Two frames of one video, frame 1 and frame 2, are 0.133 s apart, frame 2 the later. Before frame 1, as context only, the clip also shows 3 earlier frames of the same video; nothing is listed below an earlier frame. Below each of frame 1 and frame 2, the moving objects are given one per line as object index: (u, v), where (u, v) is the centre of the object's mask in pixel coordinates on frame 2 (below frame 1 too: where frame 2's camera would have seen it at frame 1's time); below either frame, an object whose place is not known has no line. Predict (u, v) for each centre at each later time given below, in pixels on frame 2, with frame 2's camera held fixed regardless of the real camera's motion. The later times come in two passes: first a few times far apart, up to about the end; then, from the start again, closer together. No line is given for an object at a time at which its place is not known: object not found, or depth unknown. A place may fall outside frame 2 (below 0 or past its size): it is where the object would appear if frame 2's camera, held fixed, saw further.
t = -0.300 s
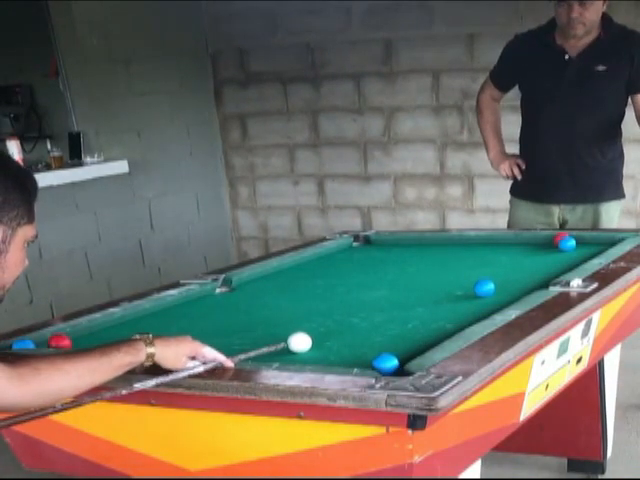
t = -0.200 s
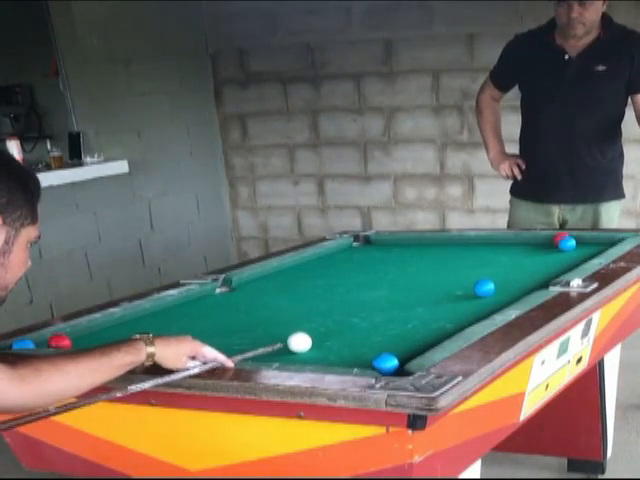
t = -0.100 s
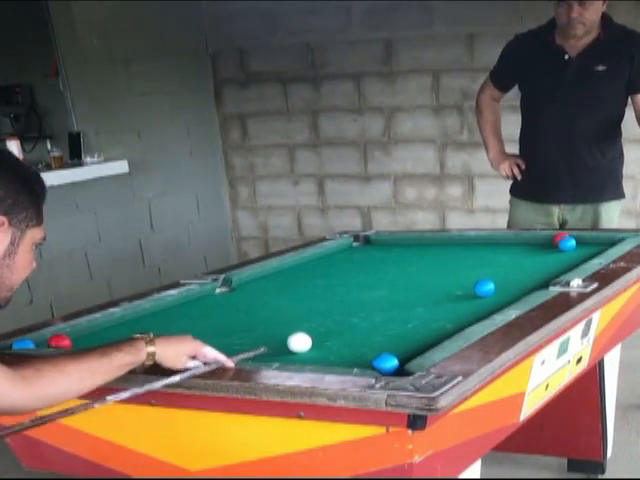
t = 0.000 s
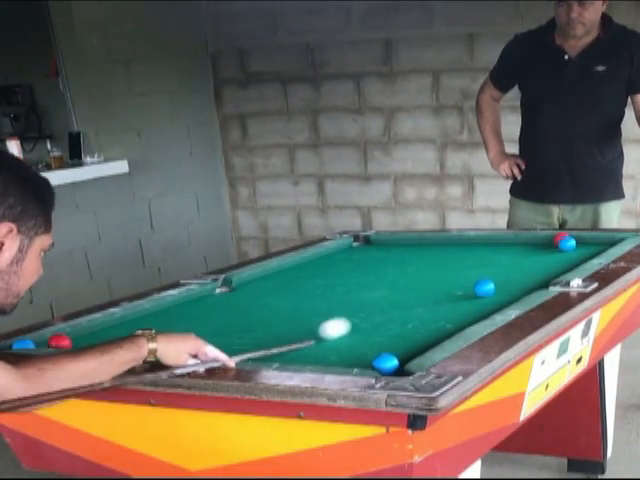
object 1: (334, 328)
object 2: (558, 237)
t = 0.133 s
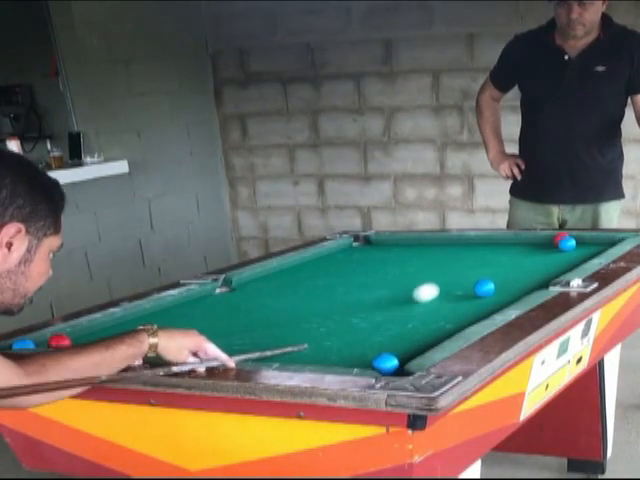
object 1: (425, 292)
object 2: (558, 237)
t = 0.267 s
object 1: (490, 267)
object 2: (558, 237)
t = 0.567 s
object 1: (534, 239)
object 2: (559, 240)
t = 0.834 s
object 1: (486, 248)
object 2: (549, 245)
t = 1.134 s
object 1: (432, 258)
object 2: (536, 249)
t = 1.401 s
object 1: (384, 267)
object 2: (527, 252)
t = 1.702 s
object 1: (329, 276)
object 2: (517, 255)
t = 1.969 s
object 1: (281, 285)
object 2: (510, 257)
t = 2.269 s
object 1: (227, 294)
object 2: (503, 259)
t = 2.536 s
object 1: (180, 302)
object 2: (499, 260)
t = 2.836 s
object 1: (164, 310)
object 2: (496, 261)
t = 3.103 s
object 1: (159, 316)
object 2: (496, 261)
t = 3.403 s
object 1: (154, 323)
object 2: (496, 261)
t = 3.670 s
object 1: (150, 328)
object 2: (495, 261)
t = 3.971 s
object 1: (146, 334)
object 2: (495, 261)
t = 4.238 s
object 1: (142, 339)
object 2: (495, 261)
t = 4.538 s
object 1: (137, 343)
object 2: (495, 261)
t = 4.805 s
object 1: (131, 345)
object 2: (495, 261)
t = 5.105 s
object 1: (128, 346)
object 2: (495, 261)
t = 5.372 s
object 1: (126, 346)
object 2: (495, 261)
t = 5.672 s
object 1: (126, 346)
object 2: (495, 261)
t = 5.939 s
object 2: (496, 261)
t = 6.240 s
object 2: (496, 261)
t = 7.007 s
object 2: (495, 261)
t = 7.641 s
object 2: (496, 262)
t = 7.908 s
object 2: (495, 261)
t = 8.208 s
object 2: (496, 261)
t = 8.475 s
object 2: (496, 262)
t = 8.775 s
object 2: (496, 262)
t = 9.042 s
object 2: (495, 262)
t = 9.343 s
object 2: (496, 262)
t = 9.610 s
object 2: (496, 262)
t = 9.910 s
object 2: (495, 262)
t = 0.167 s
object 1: (443, 285)
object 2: (558, 237)
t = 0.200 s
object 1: (460, 278)
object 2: (558, 237)
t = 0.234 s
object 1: (475, 272)
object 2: (558, 237)
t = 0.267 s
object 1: (490, 267)
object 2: (558, 237)
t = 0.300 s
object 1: (504, 261)
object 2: (558, 237)
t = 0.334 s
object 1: (518, 256)
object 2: (558, 237)
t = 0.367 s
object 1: (531, 250)
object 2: (558, 237)
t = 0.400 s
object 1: (542, 246)
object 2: (559, 237)
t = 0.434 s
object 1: (549, 242)
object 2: (564, 234)
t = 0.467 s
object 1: (543, 242)
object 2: (561, 236)
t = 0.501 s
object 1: (539, 241)
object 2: (560, 238)
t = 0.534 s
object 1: (536, 240)
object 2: (560, 239)
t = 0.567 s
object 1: (534, 239)
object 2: (559, 240)
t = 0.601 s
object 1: (527, 240)
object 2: (559, 242)
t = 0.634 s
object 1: (521, 242)
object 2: (557, 243)
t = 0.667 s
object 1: (516, 243)
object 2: (555, 243)
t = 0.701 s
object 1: (510, 243)
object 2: (554, 243)
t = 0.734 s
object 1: (504, 245)
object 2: (553, 244)
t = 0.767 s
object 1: (498, 246)
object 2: (551, 244)
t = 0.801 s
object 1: (492, 247)
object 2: (550, 244)
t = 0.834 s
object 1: (486, 248)
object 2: (549, 245)
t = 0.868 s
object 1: (480, 249)
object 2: (547, 246)
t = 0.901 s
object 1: (474, 250)
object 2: (546, 246)
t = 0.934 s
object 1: (468, 251)
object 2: (544, 247)
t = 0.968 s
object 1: (462, 252)
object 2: (543, 247)
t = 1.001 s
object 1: (456, 254)
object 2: (542, 247)
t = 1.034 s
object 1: (450, 255)
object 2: (540, 248)
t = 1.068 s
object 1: (444, 256)
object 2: (539, 248)
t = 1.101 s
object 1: (438, 257)
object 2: (537, 249)
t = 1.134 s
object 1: (432, 258)
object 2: (536, 249)
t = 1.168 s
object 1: (426, 259)
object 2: (535, 249)
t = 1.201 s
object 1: (420, 260)
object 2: (534, 250)
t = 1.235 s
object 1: (414, 261)
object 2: (533, 250)
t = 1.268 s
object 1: (408, 262)
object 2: (532, 250)
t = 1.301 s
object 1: (402, 264)
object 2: (530, 251)
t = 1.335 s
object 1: (396, 265)
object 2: (529, 251)
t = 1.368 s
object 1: (390, 266)
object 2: (528, 252)
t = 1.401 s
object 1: (384, 267)
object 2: (527, 252)
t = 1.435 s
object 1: (378, 268)
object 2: (525, 252)
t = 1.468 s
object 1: (372, 269)
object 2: (524, 252)
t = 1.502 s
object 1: (366, 270)
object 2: (523, 253)
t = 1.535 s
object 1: (360, 271)
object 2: (522, 253)
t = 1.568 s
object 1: (354, 272)
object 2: (522, 254)
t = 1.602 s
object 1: (348, 273)
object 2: (520, 255)
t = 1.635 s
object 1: (341, 274)
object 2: (519, 255)
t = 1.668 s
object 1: (335, 275)
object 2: (518, 255)
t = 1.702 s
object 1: (329, 276)
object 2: (517, 255)
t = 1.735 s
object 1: (323, 277)
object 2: (516, 255)
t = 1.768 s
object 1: (317, 278)
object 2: (515, 256)
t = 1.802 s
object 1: (311, 280)
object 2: (514, 256)
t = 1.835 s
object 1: (305, 281)
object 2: (513, 256)
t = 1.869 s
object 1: (299, 282)
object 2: (512, 256)
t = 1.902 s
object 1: (293, 283)
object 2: (511, 257)
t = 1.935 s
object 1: (287, 284)
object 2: (510, 256)
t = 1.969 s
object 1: (281, 285)
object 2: (510, 257)
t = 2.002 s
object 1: (275, 286)
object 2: (509, 257)
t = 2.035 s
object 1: (269, 287)
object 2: (508, 258)
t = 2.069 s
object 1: (263, 288)
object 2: (507, 258)
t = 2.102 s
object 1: (257, 289)
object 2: (506, 259)
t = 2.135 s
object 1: (251, 290)
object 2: (506, 259)
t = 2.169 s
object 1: (245, 291)
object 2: (505, 259)
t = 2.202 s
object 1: (240, 292)
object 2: (504, 259)
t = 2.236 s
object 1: (233, 293)
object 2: (504, 259)
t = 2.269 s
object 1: (227, 294)
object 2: (503, 259)
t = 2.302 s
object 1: (221, 295)
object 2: (502, 260)
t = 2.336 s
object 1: (216, 296)
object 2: (502, 260)
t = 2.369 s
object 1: (210, 297)
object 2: (501, 260)
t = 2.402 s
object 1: (204, 298)
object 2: (501, 260)
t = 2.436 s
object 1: (198, 299)
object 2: (500, 260)
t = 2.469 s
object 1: (192, 300)
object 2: (499, 260)
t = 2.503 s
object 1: (186, 301)
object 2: (499, 260)
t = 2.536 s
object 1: (180, 302)
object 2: (499, 260)
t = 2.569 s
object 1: (174, 303)
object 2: (498, 261)
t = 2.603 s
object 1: (169, 304)
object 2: (498, 261)
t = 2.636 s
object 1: (167, 304)
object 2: (497, 261)
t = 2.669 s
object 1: (166, 305)
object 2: (497, 261)
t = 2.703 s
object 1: (166, 306)
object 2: (497, 261)
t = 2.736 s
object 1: (165, 307)
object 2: (497, 261)
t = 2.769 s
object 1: (165, 308)
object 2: (497, 261)
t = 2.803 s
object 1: (164, 309)
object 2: (496, 261)
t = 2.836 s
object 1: (164, 310)
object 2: (496, 261)
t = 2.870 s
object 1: (163, 310)
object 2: (496, 261)
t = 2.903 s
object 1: (162, 311)
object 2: (496, 261)
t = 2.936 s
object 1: (162, 312)
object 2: (496, 261)
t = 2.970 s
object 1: (162, 313)
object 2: (496, 261)
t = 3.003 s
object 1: (161, 314)
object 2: (496, 261)
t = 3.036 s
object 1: (160, 314)
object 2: (496, 261)
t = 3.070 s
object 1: (160, 315)
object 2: (496, 261)
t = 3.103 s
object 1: (159, 316)
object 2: (496, 261)
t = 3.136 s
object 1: (159, 317)
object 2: (496, 261)
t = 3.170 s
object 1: (158, 318)
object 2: (496, 261)
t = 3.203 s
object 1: (157, 318)
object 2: (496, 261)
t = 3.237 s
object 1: (157, 319)
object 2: (496, 261)
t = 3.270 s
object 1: (156, 320)
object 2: (495, 261)
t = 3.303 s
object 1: (156, 321)
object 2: (496, 261)
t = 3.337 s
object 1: (155, 321)
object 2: (495, 261)
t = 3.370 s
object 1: (155, 322)
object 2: (495, 261)
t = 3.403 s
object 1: (154, 323)
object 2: (496, 261)
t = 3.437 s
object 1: (154, 324)
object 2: (495, 261)
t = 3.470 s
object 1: (153, 324)
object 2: (495, 261)
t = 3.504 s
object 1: (153, 325)
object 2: (495, 261)
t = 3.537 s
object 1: (152, 326)
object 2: (495, 261)
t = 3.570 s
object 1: (152, 327)
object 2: (495, 261)
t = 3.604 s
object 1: (151, 327)
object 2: (495, 261)
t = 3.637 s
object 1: (151, 328)
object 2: (495, 261)
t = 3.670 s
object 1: (150, 328)
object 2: (495, 261)
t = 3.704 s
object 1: (150, 329)
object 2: (495, 261)
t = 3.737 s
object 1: (149, 330)
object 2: (495, 261)
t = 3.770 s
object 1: (149, 331)
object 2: (495, 261)
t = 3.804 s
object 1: (148, 331)
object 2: (495, 261)
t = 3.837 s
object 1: (148, 332)
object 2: (495, 261)
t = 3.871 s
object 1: (147, 333)
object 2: (495, 261)
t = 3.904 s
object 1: (147, 333)
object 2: (495, 261)
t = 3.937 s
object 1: (146, 334)
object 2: (495, 261)
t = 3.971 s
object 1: (146, 334)
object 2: (495, 261)
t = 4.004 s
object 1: (145, 335)
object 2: (495, 261)
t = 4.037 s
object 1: (145, 336)
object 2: (495, 261)
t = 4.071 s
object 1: (144, 336)
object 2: (495, 261)
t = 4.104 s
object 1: (144, 337)
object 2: (495, 261)
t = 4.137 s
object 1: (143, 337)
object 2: (495, 261)
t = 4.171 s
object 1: (143, 338)
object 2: (495, 261)
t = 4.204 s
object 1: (142, 338)
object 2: (495, 261)
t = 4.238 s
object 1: (142, 339)
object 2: (495, 261)
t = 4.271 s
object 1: (141, 339)
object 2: (495, 261)
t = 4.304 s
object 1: (141, 340)
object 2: (495, 261)
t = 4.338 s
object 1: (140, 341)
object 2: (495, 261)
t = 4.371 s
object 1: (139, 341)
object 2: (495, 261)
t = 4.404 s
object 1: (139, 341)
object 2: (495, 261)
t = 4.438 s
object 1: (138, 342)
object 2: (495, 261)
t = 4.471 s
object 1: (138, 342)
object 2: (495, 261)
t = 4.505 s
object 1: (137, 342)
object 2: (495, 261)
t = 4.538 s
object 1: (137, 343)
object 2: (495, 261)
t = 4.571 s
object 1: (136, 343)
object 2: (495, 261)
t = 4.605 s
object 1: (135, 343)
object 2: (495, 261)
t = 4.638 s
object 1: (135, 343)
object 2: (496, 261)
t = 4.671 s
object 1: (134, 343)
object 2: (496, 261)
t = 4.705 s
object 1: (133, 344)
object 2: (496, 261)
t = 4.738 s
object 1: (133, 344)
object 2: (496, 261)
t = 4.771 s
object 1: (132, 344)
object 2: (496, 261)
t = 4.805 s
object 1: (131, 345)
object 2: (495, 261)
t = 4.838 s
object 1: (131, 345)
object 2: (495, 261)
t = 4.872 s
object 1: (131, 345)
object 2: (495, 261)
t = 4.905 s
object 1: (130, 345)
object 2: (495, 261)
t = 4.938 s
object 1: (130, 345)
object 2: (495, 261)
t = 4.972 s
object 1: (129, 345)
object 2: (495, 261)
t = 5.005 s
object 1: (128, 346)
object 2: (495, 261)
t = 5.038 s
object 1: (128, 346)
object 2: (495, 261)
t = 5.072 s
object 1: (128, 346)
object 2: (495, 261)
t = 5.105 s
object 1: (128, 346)
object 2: (495, 261)
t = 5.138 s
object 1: (127, 346)
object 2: (495, 261)
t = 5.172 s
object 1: (127, 346)
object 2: (495, 261)
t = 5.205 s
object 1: (126, 346)
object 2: (495, 261)
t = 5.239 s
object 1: (127, 346)
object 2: (495, 261)
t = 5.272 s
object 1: (127, 346)
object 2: (495, 261)
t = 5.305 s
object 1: (127, 346)
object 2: (495, 261)
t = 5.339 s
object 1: (126, 346)
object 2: (495, 261)
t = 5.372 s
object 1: (126, 346)
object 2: (495, 261)
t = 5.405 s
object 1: (126, 346)
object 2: (495, 261)
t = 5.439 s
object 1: (126, 346)
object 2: (495, 261)
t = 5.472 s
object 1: (126, 346)
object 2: (495, 261)
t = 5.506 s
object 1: (126, 346)
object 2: (495, 262)
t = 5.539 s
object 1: (126, 347)
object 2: (495, 261)
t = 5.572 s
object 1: (126, 347)
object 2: (495, 261)
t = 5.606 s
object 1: (126, 347)
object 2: (495, 261)
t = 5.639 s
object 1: (126, 347)
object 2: (495, 261)
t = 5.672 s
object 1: (126, 346)
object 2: (495, 261)
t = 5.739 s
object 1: (126, 347)
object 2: (496, 261)
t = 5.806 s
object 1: (126, 347)
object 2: (495, 261)
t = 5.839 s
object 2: (495, 261)
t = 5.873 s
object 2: (495, 261)
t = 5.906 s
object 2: (496, 261)
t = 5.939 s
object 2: (496, 261)
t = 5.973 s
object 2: (496, 261)
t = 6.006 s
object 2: (496, 261)
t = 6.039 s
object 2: (495, 261)
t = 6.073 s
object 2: (496, 261)
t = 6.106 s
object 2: (496, 261)
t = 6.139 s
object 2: (495, 261)
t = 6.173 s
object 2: (495, 261)
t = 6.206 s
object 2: (495, 261)
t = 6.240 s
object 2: (496, 261)
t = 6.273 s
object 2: (496, 261)
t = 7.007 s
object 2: (495, 261)
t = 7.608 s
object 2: (491, 262)
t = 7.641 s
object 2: (496, 262)
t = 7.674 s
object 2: (496, 262)
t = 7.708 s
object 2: (496, 262)
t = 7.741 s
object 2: (496, 262)
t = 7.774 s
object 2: (496, 262)
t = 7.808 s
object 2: (496, 261)
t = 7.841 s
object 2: (496, 262)
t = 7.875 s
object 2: (496, 261)
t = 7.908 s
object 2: (495, 261)
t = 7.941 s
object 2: (495, 261)
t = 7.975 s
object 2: (495, 262)
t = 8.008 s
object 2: (495, 262)
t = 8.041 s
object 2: (495, 261)
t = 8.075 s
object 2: (495, 261)
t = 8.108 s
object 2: (496, 261)
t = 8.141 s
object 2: (496, 261)
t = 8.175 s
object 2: (496, 261)
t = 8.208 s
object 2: (496, 261)
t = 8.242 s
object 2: (496, 261)
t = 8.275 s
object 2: (496, 261)
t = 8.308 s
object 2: (496, 261)
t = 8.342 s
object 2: (496, 261)
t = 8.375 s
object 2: (496, 261)
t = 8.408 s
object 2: (496, 261)
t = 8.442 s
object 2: (496, 261)
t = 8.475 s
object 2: (496, 262)
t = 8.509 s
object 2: (496, 262)
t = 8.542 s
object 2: (496, 262)
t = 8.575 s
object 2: (496, 262)
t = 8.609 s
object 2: (496, 262)
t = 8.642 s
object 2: (496, 262)
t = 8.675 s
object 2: (496, 262)
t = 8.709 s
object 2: (496, 262)
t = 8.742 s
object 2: (496, 262)
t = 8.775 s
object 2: (496, 262)
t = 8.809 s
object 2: (495, 262)
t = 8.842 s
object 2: (495, 262)
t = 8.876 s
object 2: (495, 262)
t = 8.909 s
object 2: (495, 262)
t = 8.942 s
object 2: (495, 262)
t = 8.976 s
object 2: (495, 262)
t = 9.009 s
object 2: (495, 262)
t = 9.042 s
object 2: (495, 262)
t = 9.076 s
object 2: (495, 262)
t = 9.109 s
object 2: (495, 262)
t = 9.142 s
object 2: (495, 262)
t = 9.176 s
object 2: (495, 262)
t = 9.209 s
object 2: (495, 262)
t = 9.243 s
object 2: (496, 262)
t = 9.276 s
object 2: (496, 262)
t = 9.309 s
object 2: (496, 262)
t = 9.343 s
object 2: (496, 262)
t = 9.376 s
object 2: (496, 262)
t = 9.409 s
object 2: (496, 262)
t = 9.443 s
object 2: (496, 262)
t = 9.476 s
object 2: (496, 262)
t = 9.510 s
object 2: (496, 262)
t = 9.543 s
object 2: (496, 262)
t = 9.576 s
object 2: (496, 262)
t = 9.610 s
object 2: (496, 262)
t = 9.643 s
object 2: (495, 262)
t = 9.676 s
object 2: (495, 262)
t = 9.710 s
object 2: (495, 262)
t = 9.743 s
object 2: (495, 262)
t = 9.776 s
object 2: (495, 262)
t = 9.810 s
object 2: (495, 262)
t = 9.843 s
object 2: (495, 262)
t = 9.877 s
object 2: (495, 262)
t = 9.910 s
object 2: (495, 262)
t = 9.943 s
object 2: (495, 262)
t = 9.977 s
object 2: (495, 262)
